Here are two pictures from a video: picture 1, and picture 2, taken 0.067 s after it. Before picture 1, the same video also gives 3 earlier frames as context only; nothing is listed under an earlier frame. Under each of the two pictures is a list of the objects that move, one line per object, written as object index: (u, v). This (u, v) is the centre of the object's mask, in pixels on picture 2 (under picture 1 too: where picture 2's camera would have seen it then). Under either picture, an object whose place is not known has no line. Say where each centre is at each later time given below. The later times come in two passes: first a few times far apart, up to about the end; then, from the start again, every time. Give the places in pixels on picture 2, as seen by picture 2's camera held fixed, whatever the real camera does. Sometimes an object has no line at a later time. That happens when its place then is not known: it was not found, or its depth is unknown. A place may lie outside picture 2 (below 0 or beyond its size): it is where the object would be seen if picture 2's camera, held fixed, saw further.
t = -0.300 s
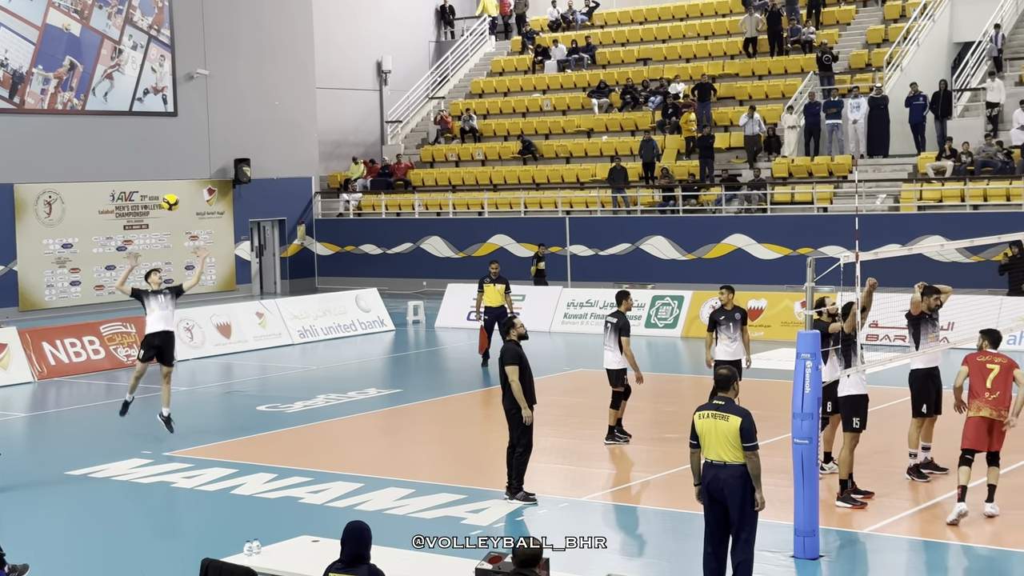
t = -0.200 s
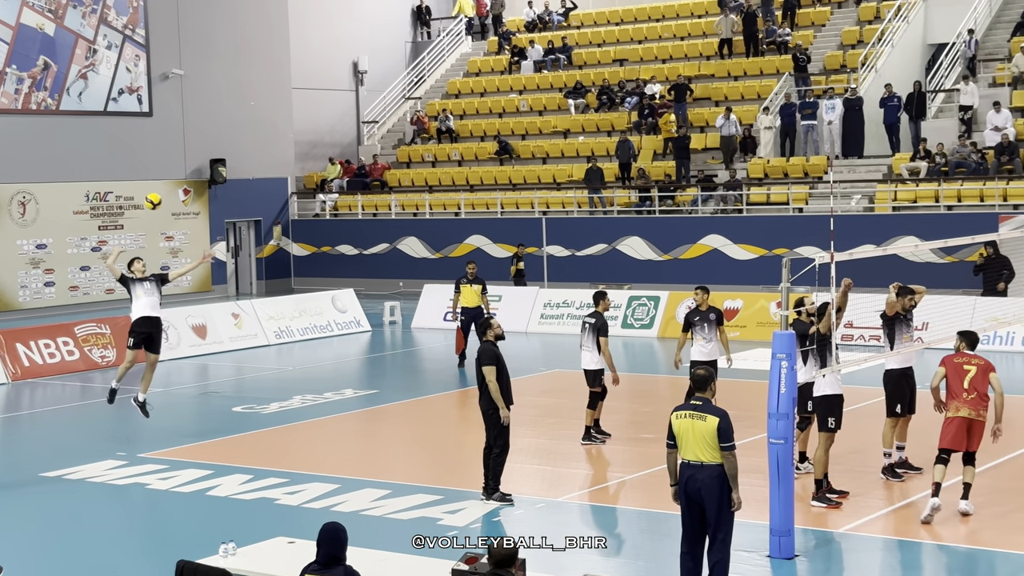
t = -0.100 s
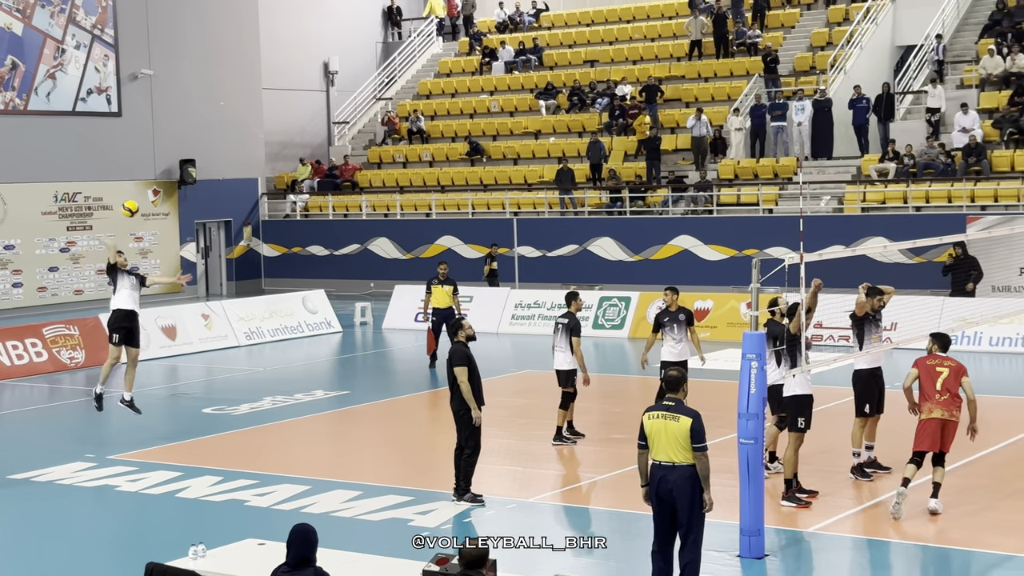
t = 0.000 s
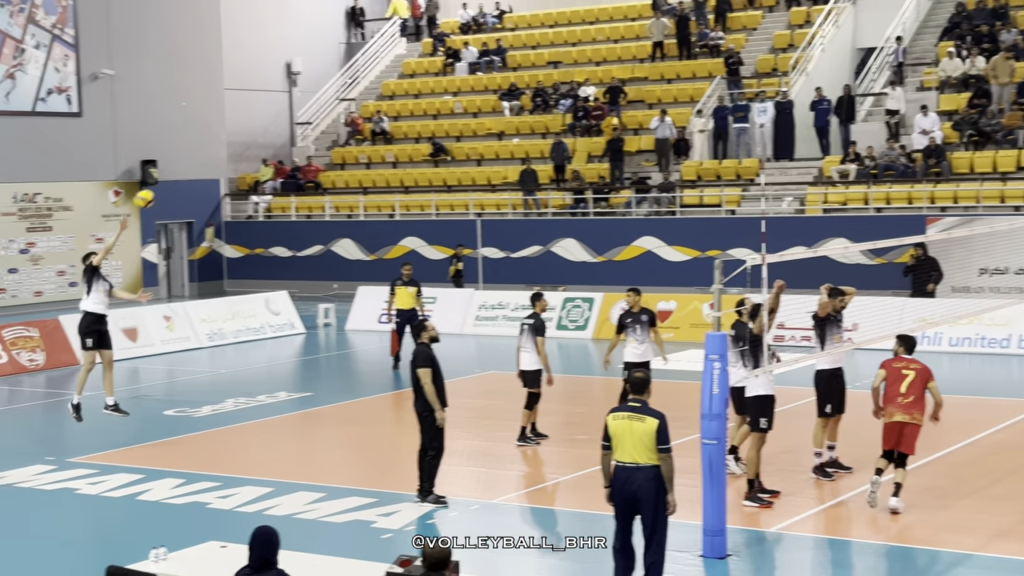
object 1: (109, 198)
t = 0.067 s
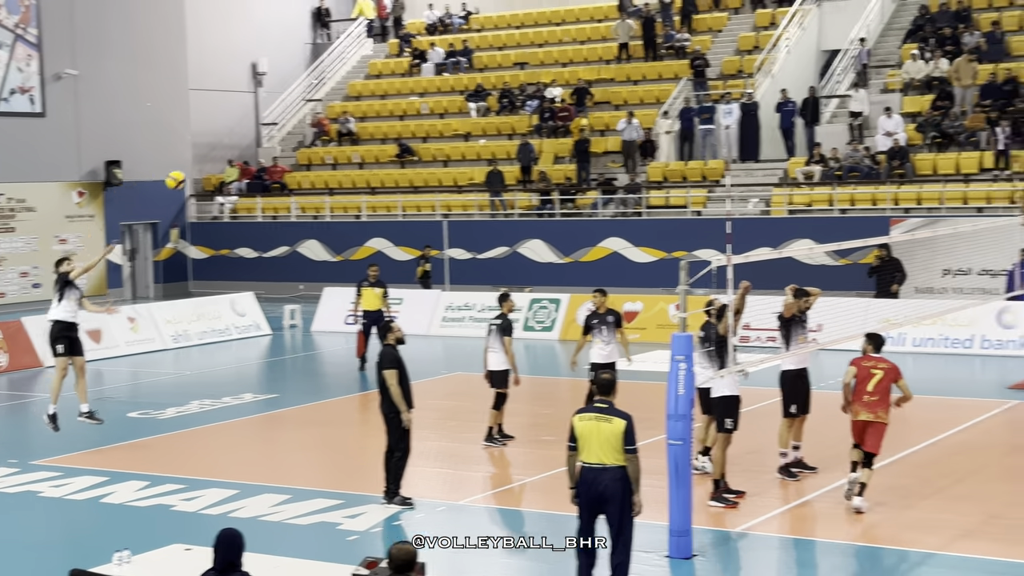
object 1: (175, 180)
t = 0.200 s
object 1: (316, 151)
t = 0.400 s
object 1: (539, 131)
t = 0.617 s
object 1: (799, 144)
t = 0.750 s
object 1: (975, 169)
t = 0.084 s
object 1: (194, 171)
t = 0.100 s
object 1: (210, 169)
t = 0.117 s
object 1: (226, 166)
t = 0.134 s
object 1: (247, 159)
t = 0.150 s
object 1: (263, 160)
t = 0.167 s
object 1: (280, 157)
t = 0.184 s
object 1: (298, 153)
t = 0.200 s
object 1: (316, 151)
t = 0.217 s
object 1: (334, 148)
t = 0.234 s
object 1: (352, 145)
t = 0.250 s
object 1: (371, 143)
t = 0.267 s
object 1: (388, 140)
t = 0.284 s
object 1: (407, 140)
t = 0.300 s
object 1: (426, 137)
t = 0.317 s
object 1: (444, 135)
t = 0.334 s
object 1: (463, 134)
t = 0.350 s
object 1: (482, 133)
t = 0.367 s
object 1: (501, 132)
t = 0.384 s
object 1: (520, 131)
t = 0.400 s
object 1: (539, 131)
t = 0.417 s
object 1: (558, 131)
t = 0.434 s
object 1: (577, 131)
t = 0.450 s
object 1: (596, 131)
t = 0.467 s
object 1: (615, 131)
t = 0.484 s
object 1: (635, 132)
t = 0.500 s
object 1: (656, 133)
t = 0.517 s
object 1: (675, 134)
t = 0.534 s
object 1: (695, 135)
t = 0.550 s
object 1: (715, 137)
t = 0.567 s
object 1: (736, 138)
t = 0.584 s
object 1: (757, 140)
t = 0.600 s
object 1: (778, 142)
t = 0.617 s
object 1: (799, 144)
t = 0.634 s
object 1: (820, 146)
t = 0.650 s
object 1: (841, 149)
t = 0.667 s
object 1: (864, 152)
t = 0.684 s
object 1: (885, 155)
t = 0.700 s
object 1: (907, 158)
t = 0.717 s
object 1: (930, 162)
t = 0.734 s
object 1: (952, 165)
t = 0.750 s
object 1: (975, 169)
